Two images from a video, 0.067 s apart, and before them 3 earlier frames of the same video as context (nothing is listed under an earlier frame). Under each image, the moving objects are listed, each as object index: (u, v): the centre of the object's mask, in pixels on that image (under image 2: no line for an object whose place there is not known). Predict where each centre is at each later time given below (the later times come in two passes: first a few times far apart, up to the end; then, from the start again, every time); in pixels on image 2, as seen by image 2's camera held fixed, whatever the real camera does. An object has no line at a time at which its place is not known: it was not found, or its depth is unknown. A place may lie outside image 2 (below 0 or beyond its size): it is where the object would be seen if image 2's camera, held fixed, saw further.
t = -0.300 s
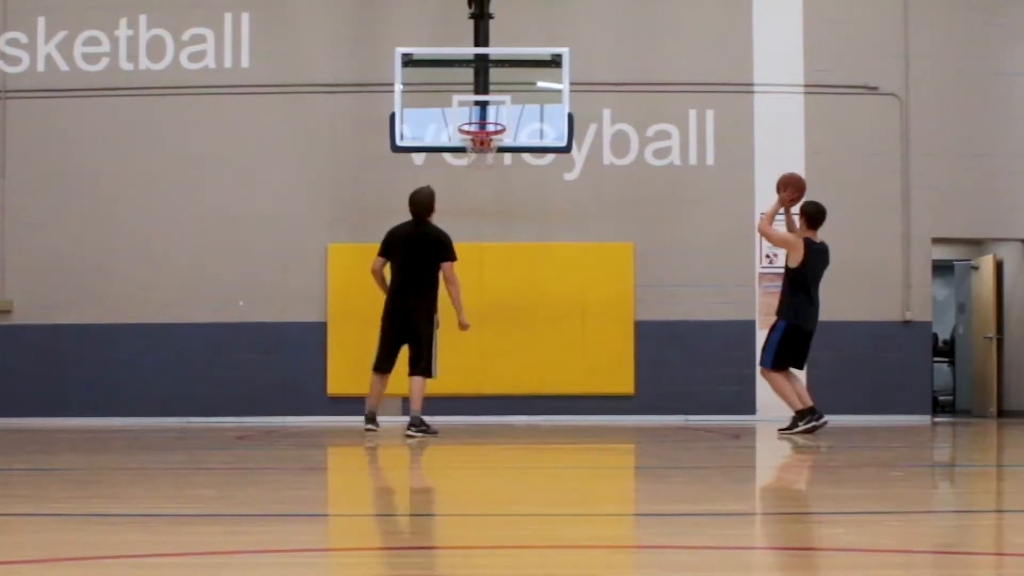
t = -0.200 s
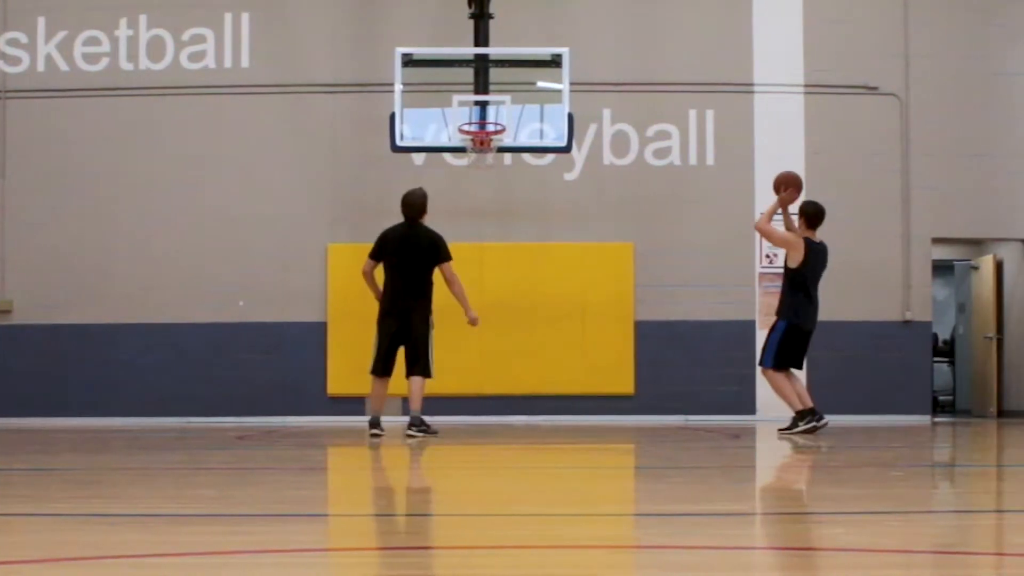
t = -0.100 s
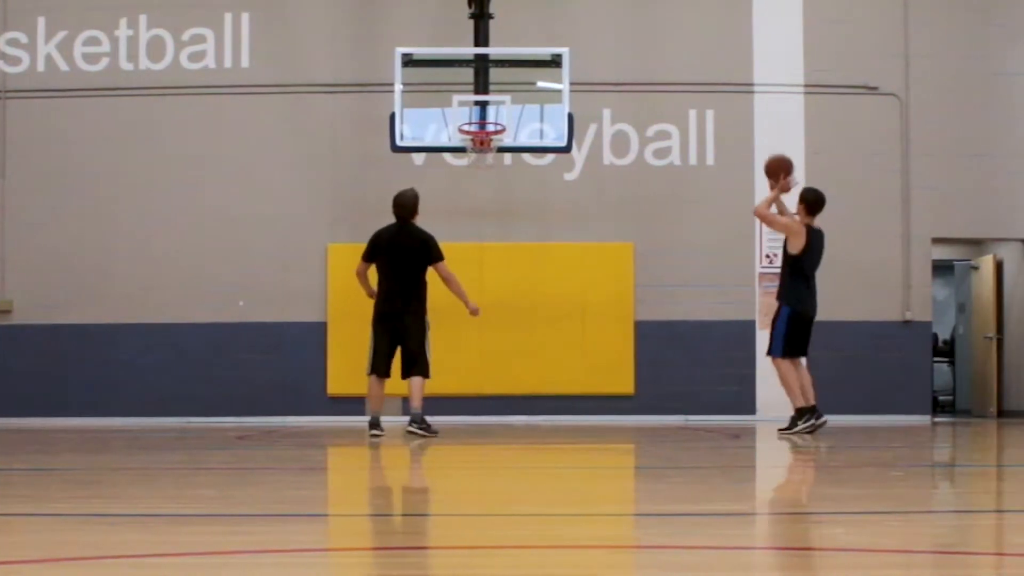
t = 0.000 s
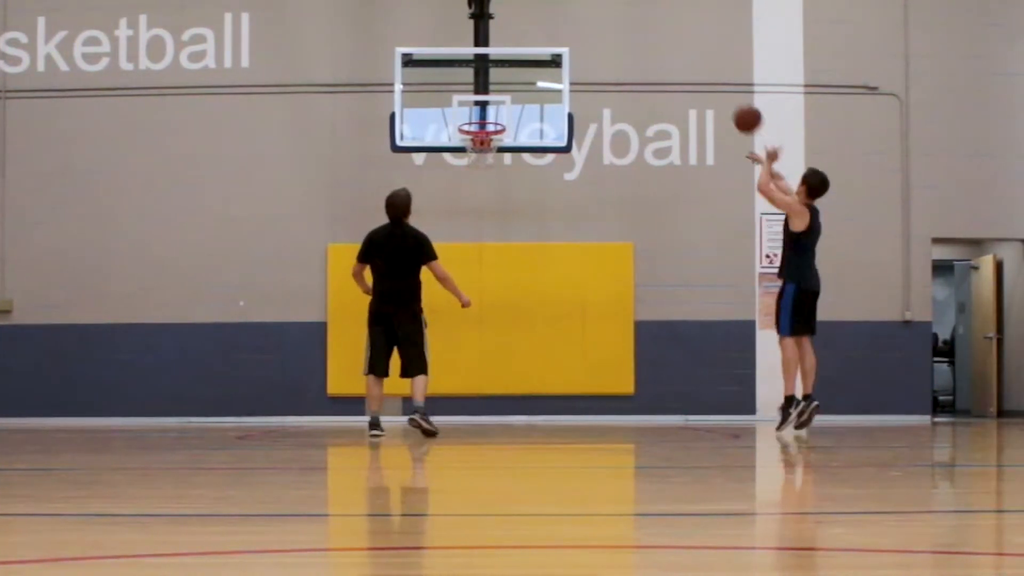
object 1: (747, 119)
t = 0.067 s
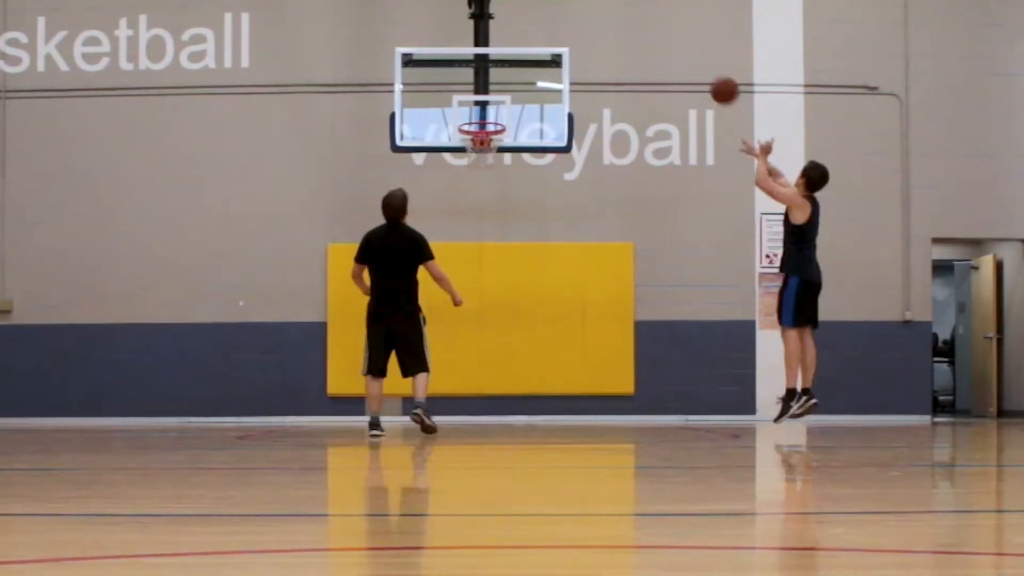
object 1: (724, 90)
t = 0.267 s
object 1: (659, 40)
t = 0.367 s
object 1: (628, 32)
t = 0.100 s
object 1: (713, 78)
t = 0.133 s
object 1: (702, 68)
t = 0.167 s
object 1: (691, 59)
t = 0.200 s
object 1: (680, 51)
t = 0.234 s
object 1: (669, 45)
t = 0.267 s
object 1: (659, 40)
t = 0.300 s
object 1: (648, 36)
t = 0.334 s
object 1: (638, 33)
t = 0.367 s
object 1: (628, 32)
